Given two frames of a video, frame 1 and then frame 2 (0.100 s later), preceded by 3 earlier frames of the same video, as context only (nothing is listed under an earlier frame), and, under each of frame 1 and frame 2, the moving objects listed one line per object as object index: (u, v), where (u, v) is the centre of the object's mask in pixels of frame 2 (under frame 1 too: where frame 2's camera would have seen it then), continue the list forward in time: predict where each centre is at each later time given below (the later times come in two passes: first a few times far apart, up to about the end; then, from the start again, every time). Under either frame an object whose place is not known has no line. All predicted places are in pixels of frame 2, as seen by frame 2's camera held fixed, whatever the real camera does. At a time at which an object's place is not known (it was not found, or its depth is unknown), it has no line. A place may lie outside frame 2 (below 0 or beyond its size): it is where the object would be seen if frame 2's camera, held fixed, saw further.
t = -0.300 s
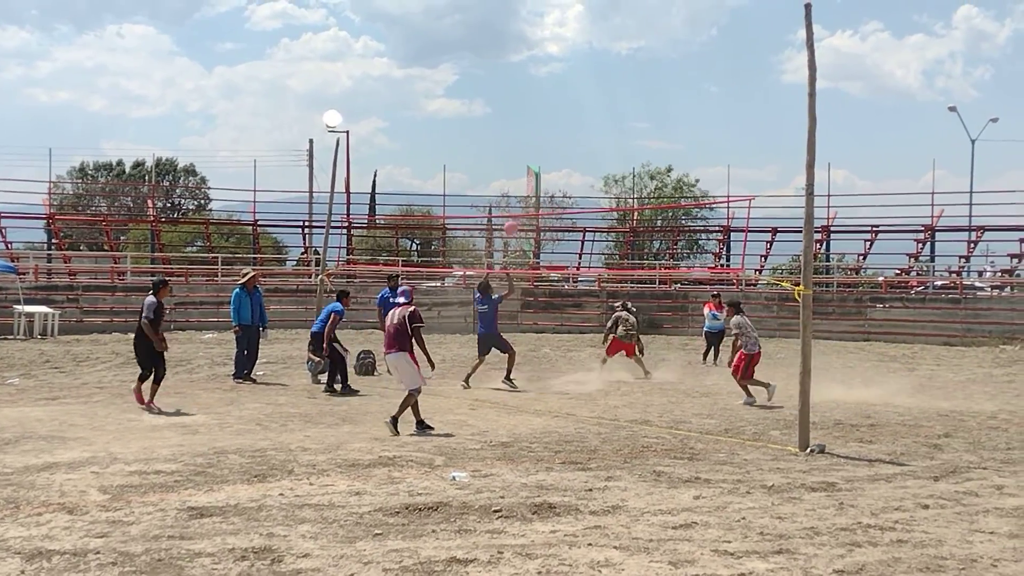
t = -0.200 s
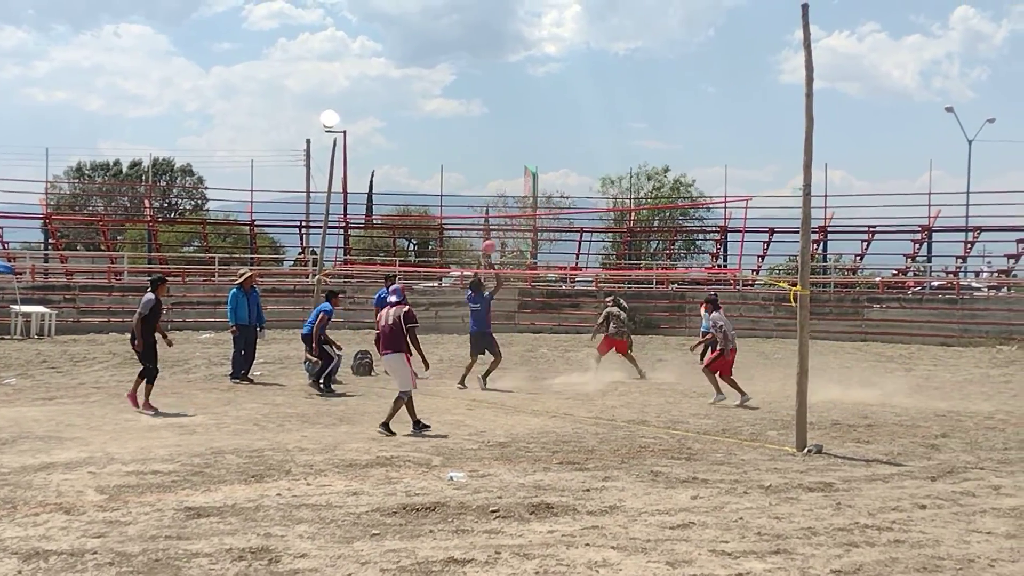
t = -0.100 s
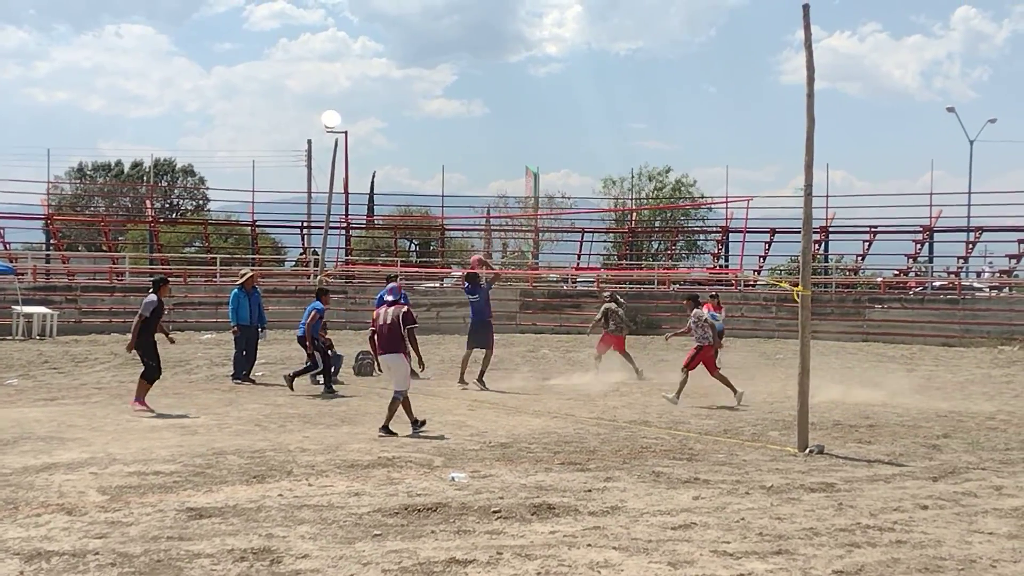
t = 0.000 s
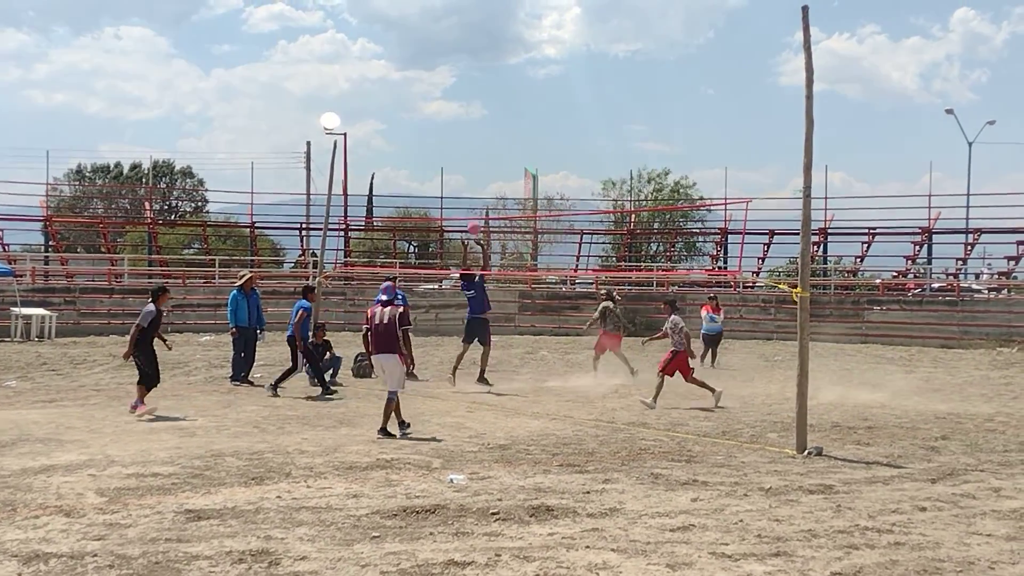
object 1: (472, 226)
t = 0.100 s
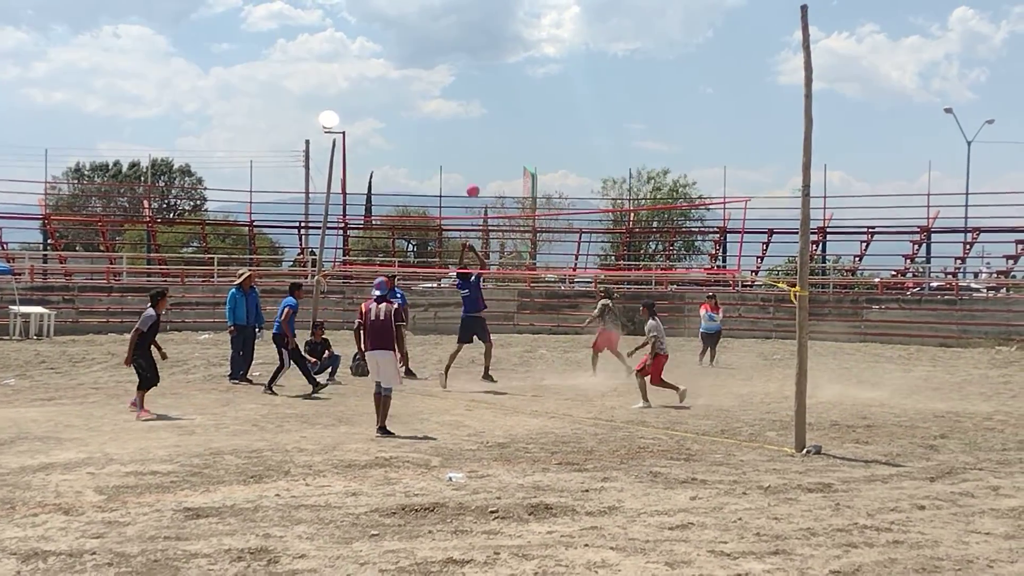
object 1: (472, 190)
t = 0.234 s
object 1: (472, 152)
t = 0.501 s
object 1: (472, 110)
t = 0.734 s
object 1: (470, 109)
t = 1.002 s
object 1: (468, 151)
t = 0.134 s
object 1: (472, 180)
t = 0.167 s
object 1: (472, 169)
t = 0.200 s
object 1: (472, 160)
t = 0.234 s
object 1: (472, 152)
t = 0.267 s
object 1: (472, 144)
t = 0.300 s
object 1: (472, 137)
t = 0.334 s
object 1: (470, 131)
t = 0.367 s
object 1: (469, 125)
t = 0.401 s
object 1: (469, 120)
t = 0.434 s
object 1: (470, 116)
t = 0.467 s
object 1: (472, 112)
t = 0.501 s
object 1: (472, 110)
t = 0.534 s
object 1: (471, 108)
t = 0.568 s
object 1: (471, 107)
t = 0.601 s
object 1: (471, 106)
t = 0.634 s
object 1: (471, 105)
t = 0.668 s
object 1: (471, 106)
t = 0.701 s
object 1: (471, 107)
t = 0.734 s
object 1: (470, 109)
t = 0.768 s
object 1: (470, 112)
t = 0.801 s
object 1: (470, 116)
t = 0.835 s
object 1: (469, 120)
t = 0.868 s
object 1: (469, 125)
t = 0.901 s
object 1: (469, 130)
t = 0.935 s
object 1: (468, 137)
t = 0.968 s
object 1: (468, 143)
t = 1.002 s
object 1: (468, 151)
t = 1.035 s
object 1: (468, 159)
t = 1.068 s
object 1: (468, 168)
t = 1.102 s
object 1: (467, 178)
